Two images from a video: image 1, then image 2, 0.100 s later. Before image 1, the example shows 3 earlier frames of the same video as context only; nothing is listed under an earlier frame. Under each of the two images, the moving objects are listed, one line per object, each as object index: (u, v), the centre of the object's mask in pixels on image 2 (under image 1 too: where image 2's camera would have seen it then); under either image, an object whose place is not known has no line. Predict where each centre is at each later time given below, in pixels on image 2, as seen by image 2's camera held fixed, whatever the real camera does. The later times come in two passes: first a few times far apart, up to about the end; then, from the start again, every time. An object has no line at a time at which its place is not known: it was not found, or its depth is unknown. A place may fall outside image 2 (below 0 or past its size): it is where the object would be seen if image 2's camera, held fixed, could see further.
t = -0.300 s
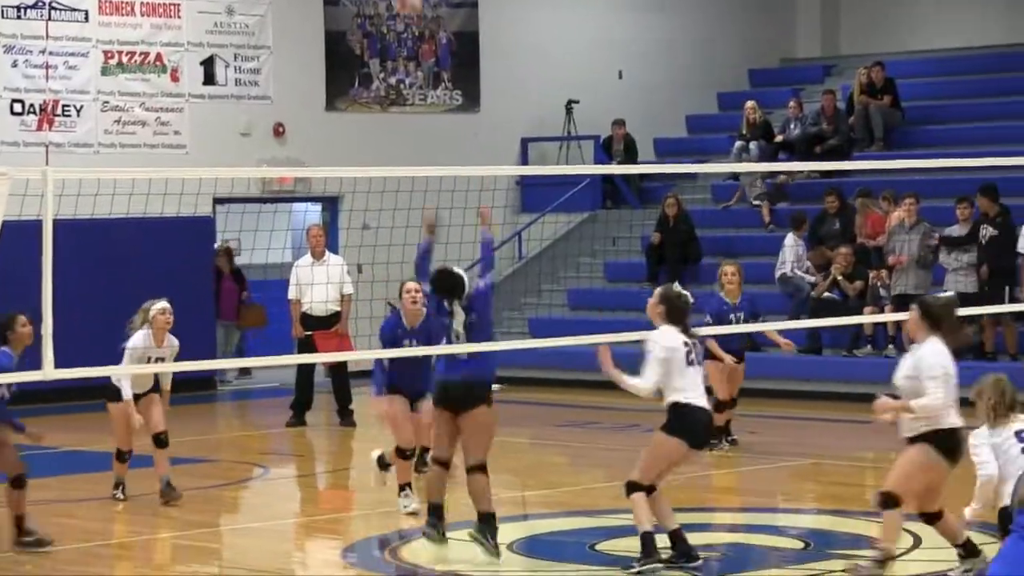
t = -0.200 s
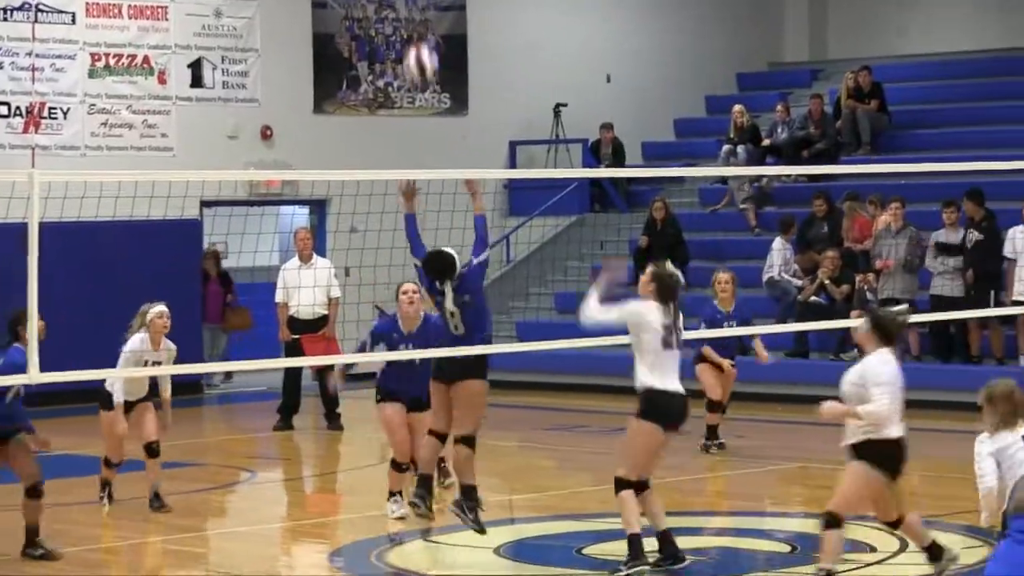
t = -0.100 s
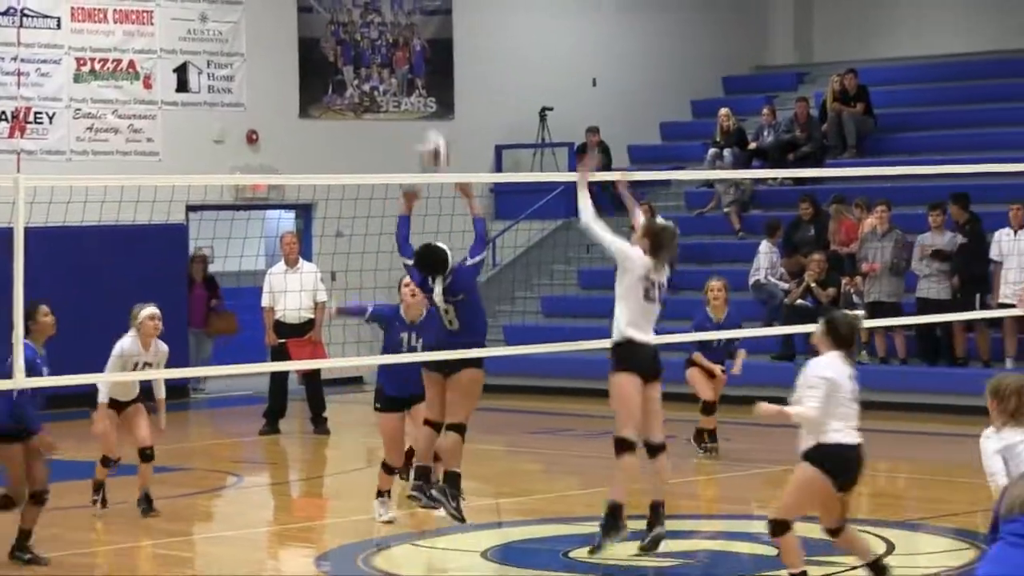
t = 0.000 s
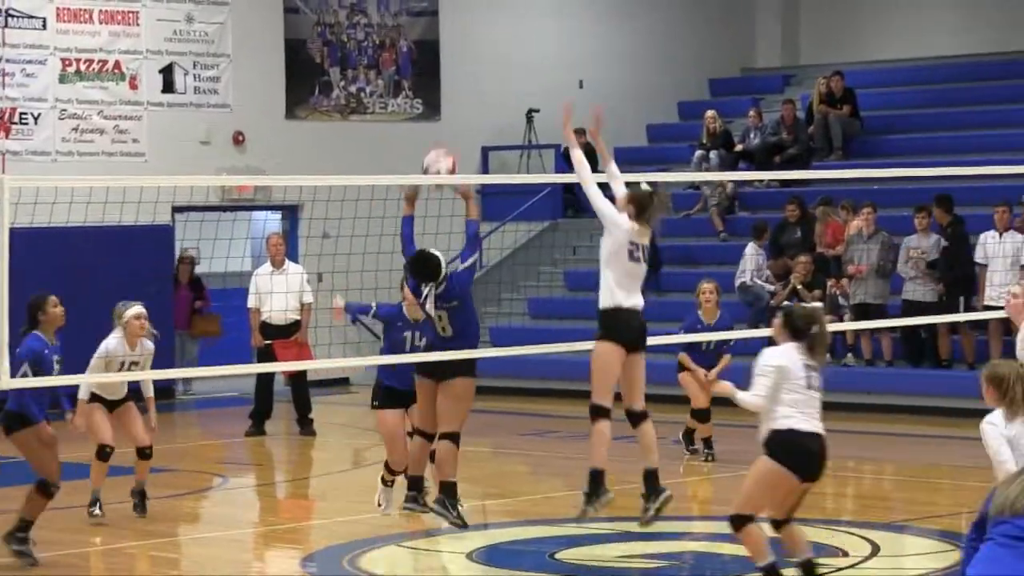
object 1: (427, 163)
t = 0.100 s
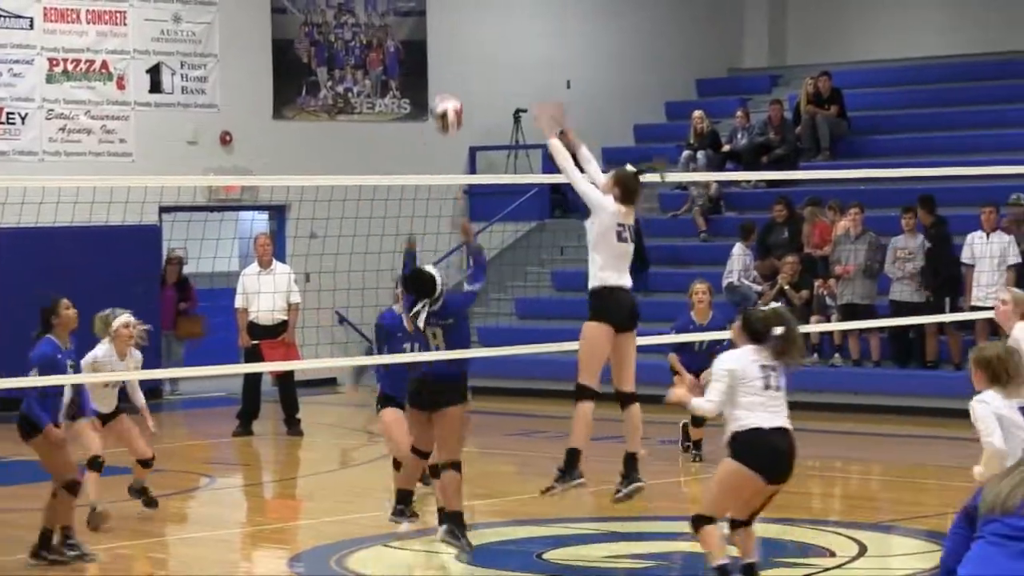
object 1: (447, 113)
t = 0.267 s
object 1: (478, 57)
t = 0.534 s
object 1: (531, 66)
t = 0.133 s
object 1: (453, 98)
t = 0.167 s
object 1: (459, 86)
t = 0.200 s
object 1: (465, 74)
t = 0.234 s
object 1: (471, 65)
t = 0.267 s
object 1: (478, 57)
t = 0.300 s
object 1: (485, 52)
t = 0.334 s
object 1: (491, 50)
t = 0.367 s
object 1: (498, 48)
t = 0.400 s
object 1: (505, 48)
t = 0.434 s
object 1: (512, 50)
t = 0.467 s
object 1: (518, 54)
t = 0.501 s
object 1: (525, 58)
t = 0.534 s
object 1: (531, 66)
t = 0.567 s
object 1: (538, 75)
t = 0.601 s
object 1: (545, 85)
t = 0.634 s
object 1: (551, 98)
